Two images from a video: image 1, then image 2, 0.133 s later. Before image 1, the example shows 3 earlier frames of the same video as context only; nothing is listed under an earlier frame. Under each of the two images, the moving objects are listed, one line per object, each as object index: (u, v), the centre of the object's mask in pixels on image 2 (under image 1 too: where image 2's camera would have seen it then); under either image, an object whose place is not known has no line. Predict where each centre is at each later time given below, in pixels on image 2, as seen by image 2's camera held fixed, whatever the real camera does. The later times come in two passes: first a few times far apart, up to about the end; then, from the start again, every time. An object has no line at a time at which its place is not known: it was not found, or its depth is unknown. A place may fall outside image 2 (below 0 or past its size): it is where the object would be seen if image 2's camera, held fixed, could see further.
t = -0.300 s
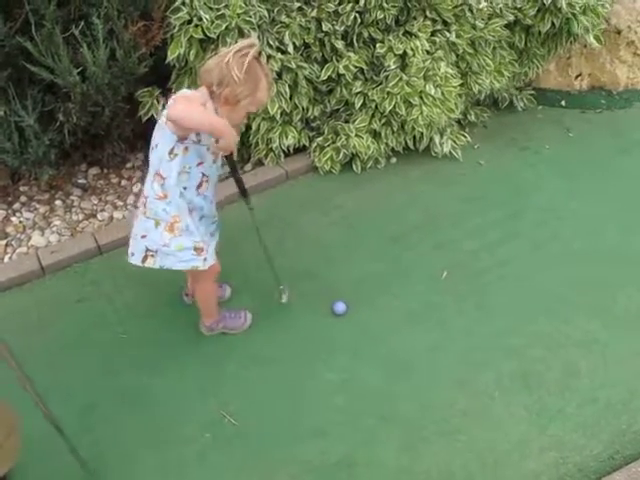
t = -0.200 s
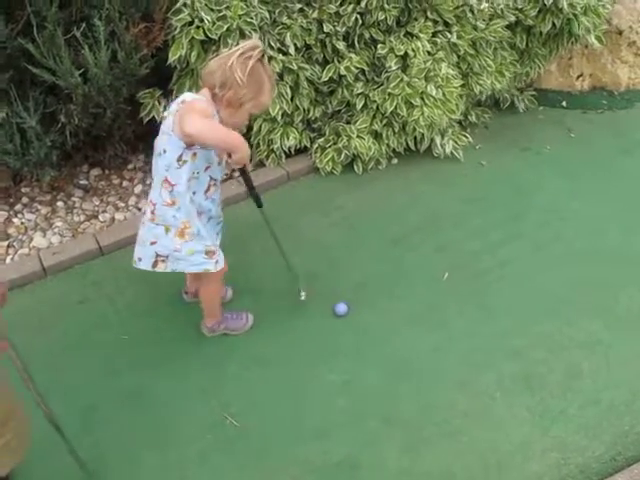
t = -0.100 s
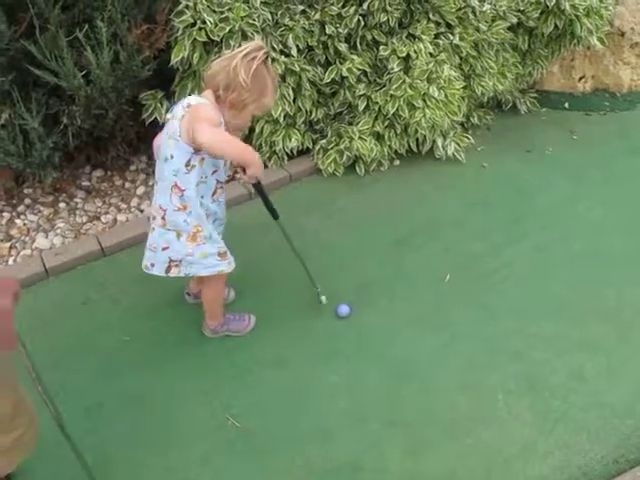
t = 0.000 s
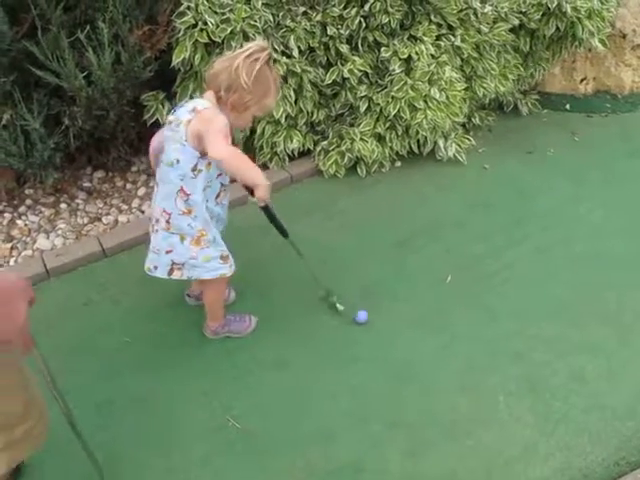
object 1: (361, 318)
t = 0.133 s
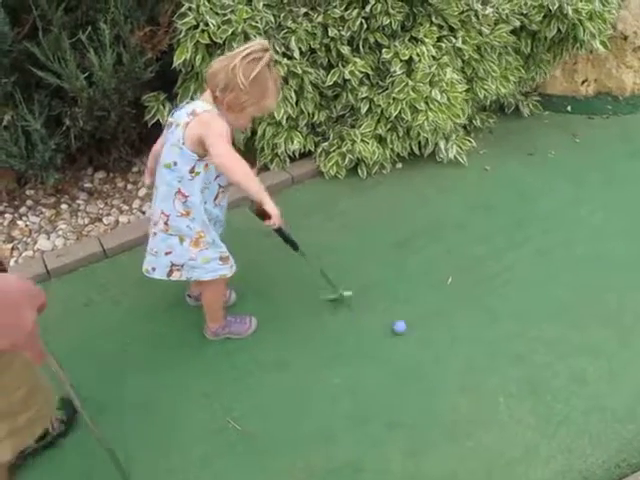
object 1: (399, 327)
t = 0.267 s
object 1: (433, 333)
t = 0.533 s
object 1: (490, 332)
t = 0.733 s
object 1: (516, 322)
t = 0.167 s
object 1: (408, 329)
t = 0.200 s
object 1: (417, 329)
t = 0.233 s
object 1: (425, 331)
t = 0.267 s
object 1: (433, 333)
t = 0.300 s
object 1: (442, 334)
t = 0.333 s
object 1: (450, 334)
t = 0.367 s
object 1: (457, 334)
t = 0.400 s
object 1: (465, 334)
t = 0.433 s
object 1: (472, 333)
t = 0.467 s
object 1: (478, 332)
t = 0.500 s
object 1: (484, 332)
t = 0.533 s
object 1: (490, 332)
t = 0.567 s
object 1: (496, 330)
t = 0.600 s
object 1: (501, 329)
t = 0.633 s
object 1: (506, 328)
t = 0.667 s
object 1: (510, 326)
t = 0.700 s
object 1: (513, 324)
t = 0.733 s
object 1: (516, 322)
